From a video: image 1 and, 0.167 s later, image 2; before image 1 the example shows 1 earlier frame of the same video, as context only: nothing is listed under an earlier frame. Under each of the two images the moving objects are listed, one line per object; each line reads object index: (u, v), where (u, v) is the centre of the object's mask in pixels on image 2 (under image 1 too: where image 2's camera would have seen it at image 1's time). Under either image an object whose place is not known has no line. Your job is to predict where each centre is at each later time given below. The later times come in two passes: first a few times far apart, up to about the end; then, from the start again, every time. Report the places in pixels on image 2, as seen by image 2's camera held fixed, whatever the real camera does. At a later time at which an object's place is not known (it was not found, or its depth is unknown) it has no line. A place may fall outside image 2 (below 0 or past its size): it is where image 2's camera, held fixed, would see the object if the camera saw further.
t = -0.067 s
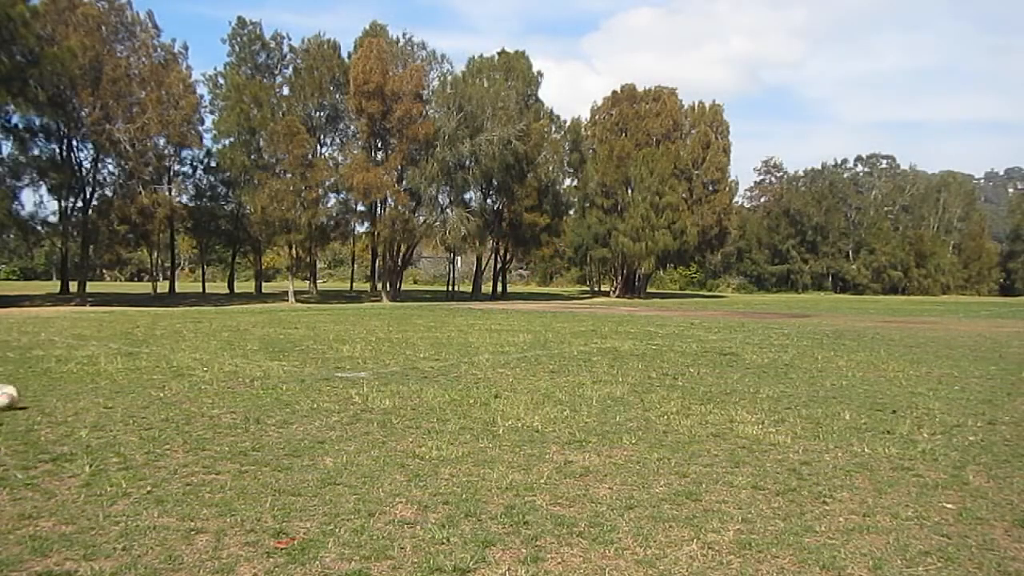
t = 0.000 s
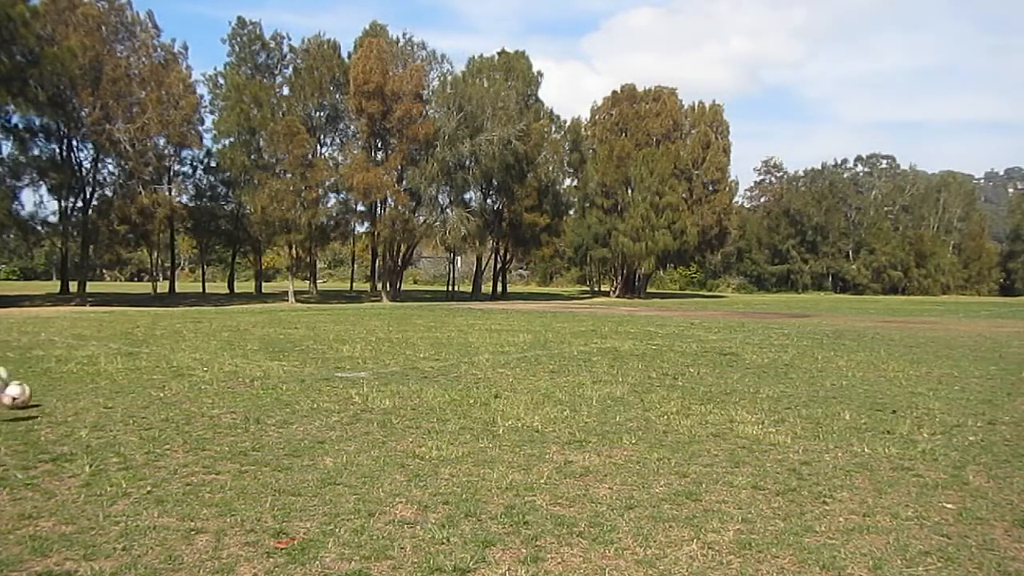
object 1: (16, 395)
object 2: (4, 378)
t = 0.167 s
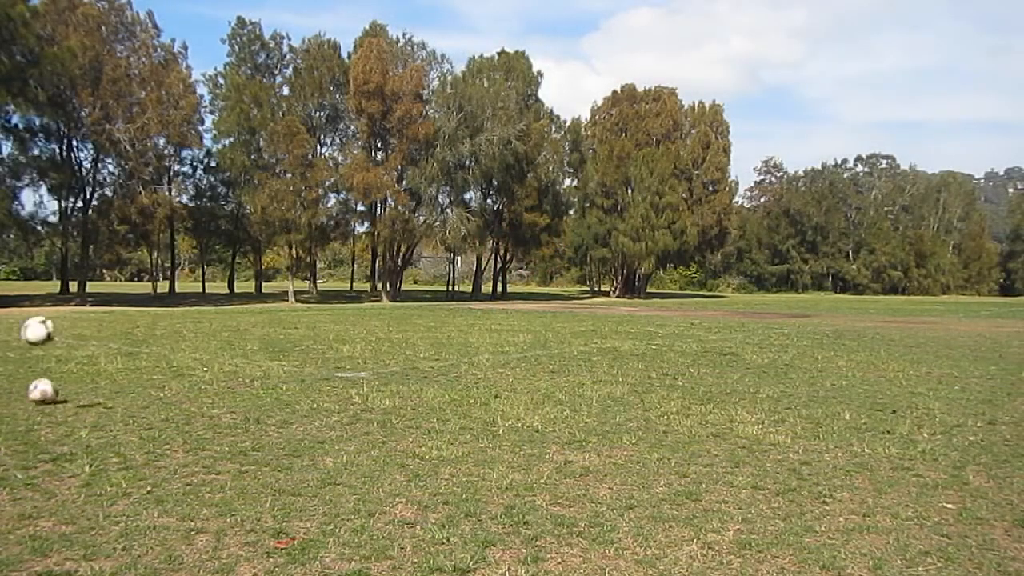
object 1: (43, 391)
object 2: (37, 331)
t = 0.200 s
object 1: (49, 391)
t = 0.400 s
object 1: (75, 386)
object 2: (97, 328)
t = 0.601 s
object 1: (97, 383)
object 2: (140, 378)
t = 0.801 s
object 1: (115, 380)
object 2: (183, 351)
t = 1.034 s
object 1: (132, 378)
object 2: (229, 354)
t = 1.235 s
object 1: (141, 376)
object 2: (259, 356)
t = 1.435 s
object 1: (151, 375)
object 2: (283, 348)
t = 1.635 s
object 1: (161, 373)
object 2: (305, 358)
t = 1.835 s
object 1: (168, 371)
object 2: (324, 357)
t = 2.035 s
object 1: (172, 371)
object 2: (342, 356)
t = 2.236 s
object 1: (176, 370)
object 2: (357, 353)
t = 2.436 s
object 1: (179, 370)
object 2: (368, 351)
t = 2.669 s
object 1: (179, 370)
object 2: (379, 348)
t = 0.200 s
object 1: (49, 391)
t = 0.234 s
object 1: (53, 390)
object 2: (55, 323)
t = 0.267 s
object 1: (57, 389)
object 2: (64, 321)
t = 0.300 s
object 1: (62, 389)
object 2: (72, 321)
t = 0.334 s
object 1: (66, 388)
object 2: (80, 322)
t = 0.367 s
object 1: (71, 386)
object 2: (88, 324)
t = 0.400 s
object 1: (75, 386)
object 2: (97, 328)
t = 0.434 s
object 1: (79, 386)
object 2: (104, 334)
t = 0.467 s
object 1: (82, 386)
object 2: (111, 339)
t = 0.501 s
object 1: (86, 385)
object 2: (117, 347)
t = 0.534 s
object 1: (90, 385)
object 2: (125, 356)
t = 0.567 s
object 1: (94, 384)
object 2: (132, 366)
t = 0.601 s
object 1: (97, 383)
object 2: (140, 378)
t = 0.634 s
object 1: (100, 382)
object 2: (146, 385)
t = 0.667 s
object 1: (103, 381)
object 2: (153, 377)
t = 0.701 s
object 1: (106, 381)
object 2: (161, 368)
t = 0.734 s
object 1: (109, 381)
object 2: (168, 361)
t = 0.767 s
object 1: (112, 381)
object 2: (177, 355)
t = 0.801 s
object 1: (115, 380)
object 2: (183, 351)
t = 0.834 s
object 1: (117, 379)
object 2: (191, 348)
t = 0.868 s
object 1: (121, 379)
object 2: (197, 346)
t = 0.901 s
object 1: (123, 379)
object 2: (204, 345)
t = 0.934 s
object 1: (126, 378)
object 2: (211, 346)
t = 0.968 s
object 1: (127, 378)
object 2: (217, 347)
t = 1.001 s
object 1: (129, 378)
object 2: (223, 350)
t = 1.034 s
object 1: (132, 378)
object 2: (229, 354)
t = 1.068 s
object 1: (134, 377)
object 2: (235, 358)
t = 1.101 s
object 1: (135, 377)
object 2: (240, 365)
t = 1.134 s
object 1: (137, 376)
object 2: (247, 373)
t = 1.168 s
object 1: (138, 376)
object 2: (252, 369)
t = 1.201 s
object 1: (139, 376)
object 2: (256, 362)
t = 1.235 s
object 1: (141, 376)
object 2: (259, 356)
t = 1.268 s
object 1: (143, 376)
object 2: (263, 352)
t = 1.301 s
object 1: (145, 375)
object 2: (267, 348)
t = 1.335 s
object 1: (147, 375)
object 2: (272, 348)
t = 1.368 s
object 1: (148, 375)
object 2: (276, 347)
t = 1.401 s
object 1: (149, 374)
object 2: (279, 346)
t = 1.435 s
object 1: (151, 375)
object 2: (283, 348)
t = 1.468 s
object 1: (153, 374)
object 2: (287, 350)
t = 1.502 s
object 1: (154, 375)
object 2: (291, 353)
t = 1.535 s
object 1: (156, 374)
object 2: (295, 358)
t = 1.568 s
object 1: (158, 374)
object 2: (298, 363)
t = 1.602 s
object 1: (160, 374)
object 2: (301, 362)
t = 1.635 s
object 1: (161, 373)
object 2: (305, 358)
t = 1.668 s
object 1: (163, 373)
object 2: (309, 355)
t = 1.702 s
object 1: (164, 372)
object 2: (312, 354)
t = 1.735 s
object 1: (165, 372)
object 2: (315, 352)
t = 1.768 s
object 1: (166, 372)
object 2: (317, 353)
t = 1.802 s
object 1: (167, 371)
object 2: (321, 354)
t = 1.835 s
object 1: (168, 371)
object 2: (324, 357)
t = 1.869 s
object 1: (169, 371)
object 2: (328, 359)
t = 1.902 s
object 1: (170, 371)
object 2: (331, 358)
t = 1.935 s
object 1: (171, 371)
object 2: (334, 356)
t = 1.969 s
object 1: (171, 371)
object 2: (336, 356)
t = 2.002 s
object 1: (172, 371)
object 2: (340, 356)
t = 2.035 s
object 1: (172, 371)
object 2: (342, 356)
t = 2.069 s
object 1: (173, 371)
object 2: (345, 355)
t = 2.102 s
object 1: (173, 371)
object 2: (348, 354)
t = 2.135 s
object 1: (174, 371)
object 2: (351, 354)
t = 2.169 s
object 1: (175, 370)
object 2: (354, 354)
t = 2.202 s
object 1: (175, 370)
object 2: (355, 353)
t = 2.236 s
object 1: (176, 370)
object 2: (357, 353)
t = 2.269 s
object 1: (177, 370)
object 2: (360, 352)
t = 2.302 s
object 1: (177, 370)
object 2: (362, 351)
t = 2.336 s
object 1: (178, 370)
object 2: (363, 352)
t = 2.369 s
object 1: (178, 370)
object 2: (365, 351)
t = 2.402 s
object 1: (178, 370)
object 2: (367, 351)
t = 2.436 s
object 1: (179, 370)
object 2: (368, 351)
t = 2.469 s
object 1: (179, 370)
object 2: (370, 350)
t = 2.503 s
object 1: (179, 369)
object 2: (372, 349)
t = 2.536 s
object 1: (179, 369)
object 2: (373, 349)
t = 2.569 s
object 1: (179, 370)
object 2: (375, 349)
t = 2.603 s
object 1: (179, 369)
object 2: (376, 349)
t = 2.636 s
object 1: (179, 370)
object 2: (378, 348)
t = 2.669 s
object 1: (179, 370)
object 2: (379, 348)
